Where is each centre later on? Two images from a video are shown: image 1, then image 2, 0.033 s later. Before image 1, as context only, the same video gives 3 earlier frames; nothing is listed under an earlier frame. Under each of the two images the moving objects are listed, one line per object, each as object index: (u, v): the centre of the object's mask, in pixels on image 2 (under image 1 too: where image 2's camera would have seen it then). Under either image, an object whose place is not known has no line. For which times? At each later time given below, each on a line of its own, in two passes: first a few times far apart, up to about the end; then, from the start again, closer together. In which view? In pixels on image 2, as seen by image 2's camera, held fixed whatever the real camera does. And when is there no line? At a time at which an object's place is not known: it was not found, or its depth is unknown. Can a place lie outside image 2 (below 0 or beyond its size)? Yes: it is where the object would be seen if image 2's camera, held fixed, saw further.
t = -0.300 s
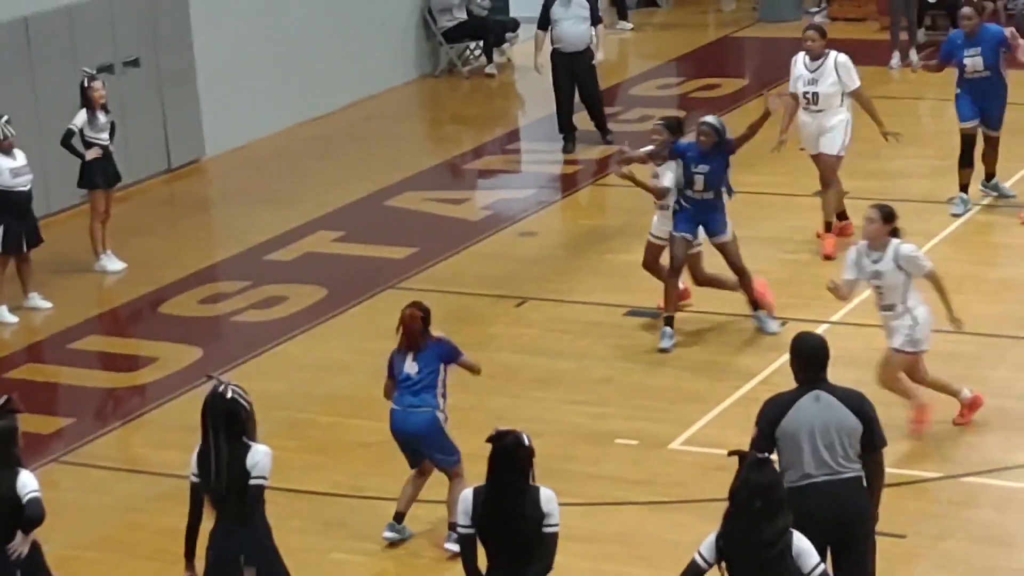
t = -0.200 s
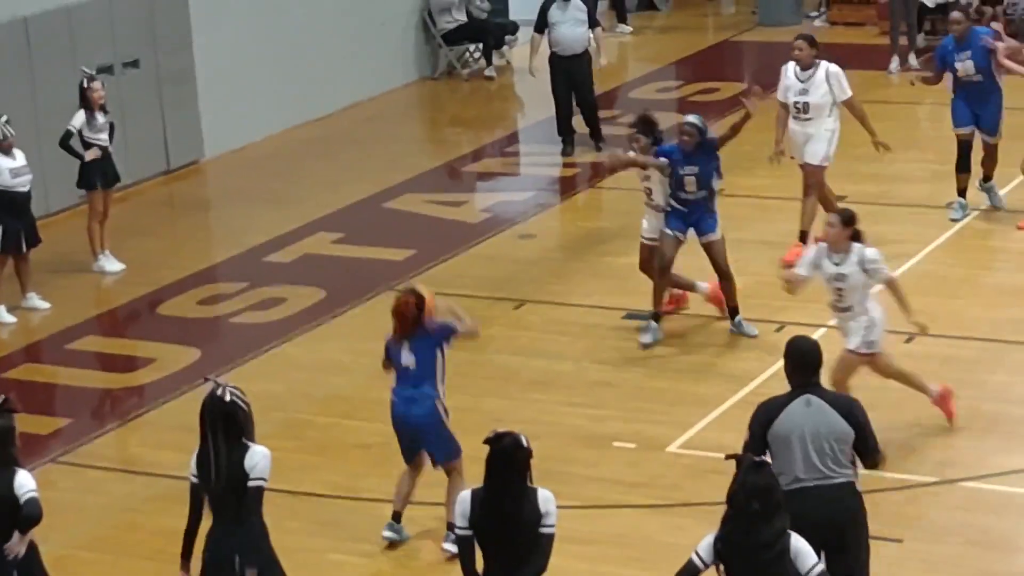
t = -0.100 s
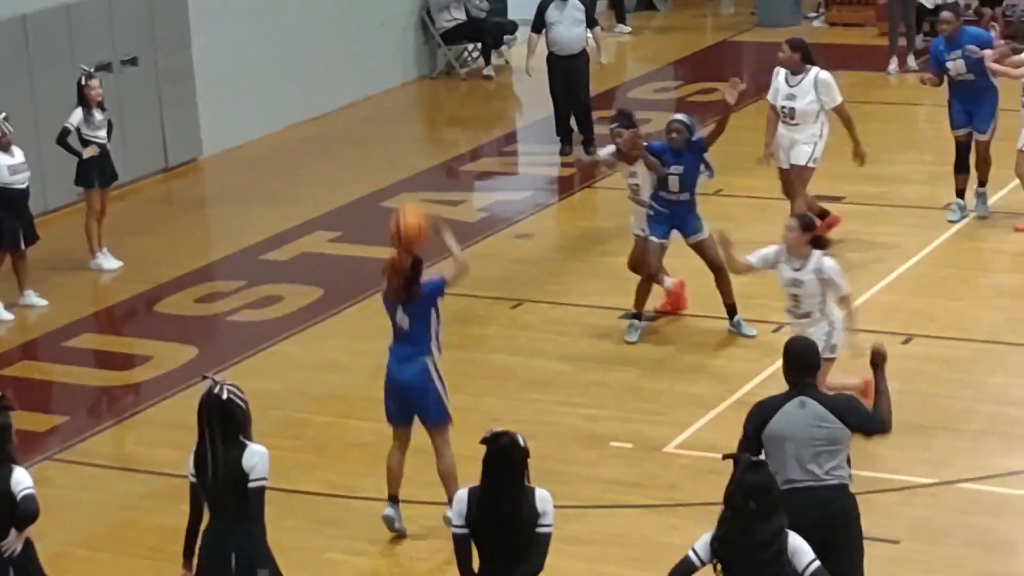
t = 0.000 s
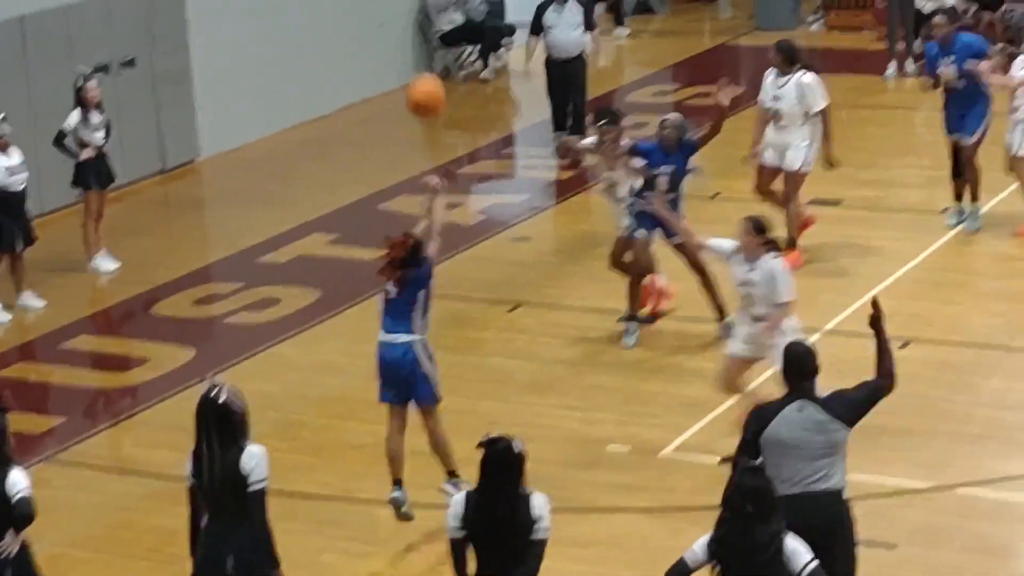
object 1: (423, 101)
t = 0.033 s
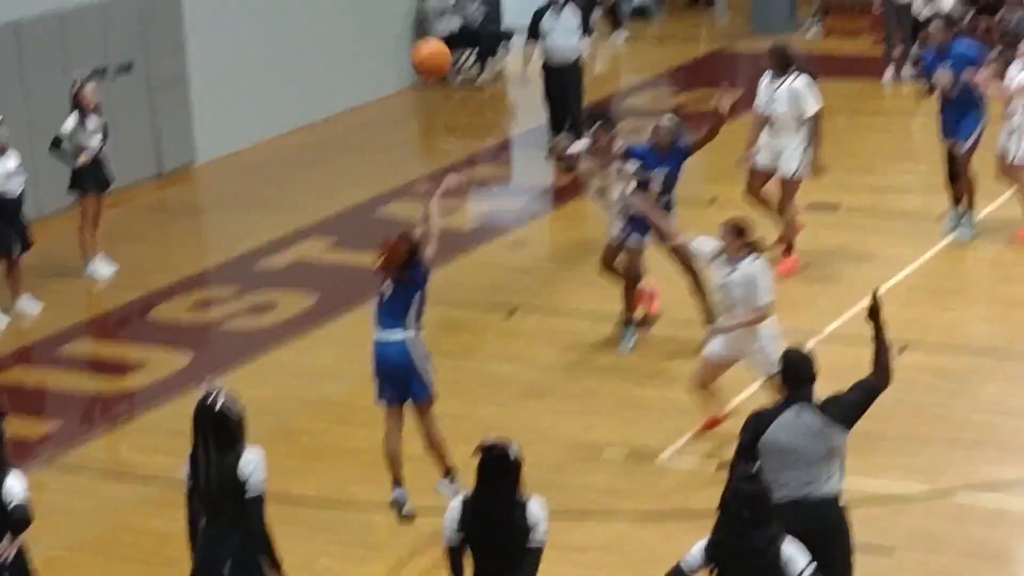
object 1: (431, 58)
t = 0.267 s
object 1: (489, -185)
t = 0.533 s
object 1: (550, -332)
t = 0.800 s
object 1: (611, -357)
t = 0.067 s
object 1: (440, 17)
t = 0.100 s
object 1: (449, -21)
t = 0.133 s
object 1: (457, -59)
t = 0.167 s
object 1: (465, -93)
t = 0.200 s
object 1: (473, -125)
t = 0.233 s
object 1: (482, -156)
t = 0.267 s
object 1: (489, -185)
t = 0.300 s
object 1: (497, -211)
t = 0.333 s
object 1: (505, -234)
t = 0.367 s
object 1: (513, -256)
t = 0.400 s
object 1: (520, -275)
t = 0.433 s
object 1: (528, -293)
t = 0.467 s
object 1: (535, -308)
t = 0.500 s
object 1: (543, -321)
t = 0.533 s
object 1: (550, -332)
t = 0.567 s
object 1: (558, -341)
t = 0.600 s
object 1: (566, -348)
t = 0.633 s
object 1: (573, -355)
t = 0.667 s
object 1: (581, -359)
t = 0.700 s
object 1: (588, -362)
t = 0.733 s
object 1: (596, -361)
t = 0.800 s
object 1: (611, -357)
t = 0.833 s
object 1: (618, -352)
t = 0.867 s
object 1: (625, -345)
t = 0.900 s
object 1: (633, -337)
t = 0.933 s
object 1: (640, -328)
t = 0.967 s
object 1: (646, -317)
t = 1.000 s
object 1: (653, -305)
